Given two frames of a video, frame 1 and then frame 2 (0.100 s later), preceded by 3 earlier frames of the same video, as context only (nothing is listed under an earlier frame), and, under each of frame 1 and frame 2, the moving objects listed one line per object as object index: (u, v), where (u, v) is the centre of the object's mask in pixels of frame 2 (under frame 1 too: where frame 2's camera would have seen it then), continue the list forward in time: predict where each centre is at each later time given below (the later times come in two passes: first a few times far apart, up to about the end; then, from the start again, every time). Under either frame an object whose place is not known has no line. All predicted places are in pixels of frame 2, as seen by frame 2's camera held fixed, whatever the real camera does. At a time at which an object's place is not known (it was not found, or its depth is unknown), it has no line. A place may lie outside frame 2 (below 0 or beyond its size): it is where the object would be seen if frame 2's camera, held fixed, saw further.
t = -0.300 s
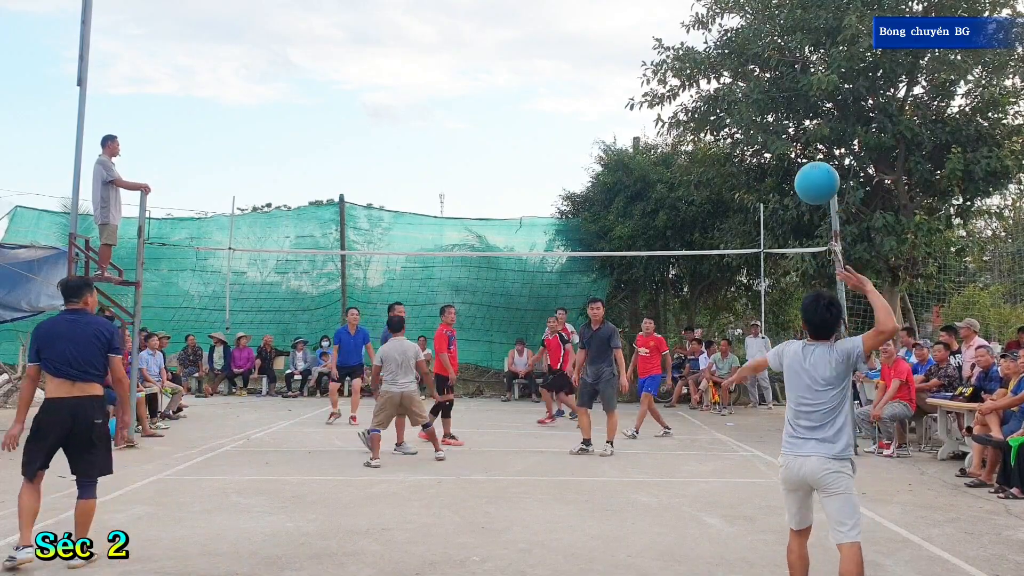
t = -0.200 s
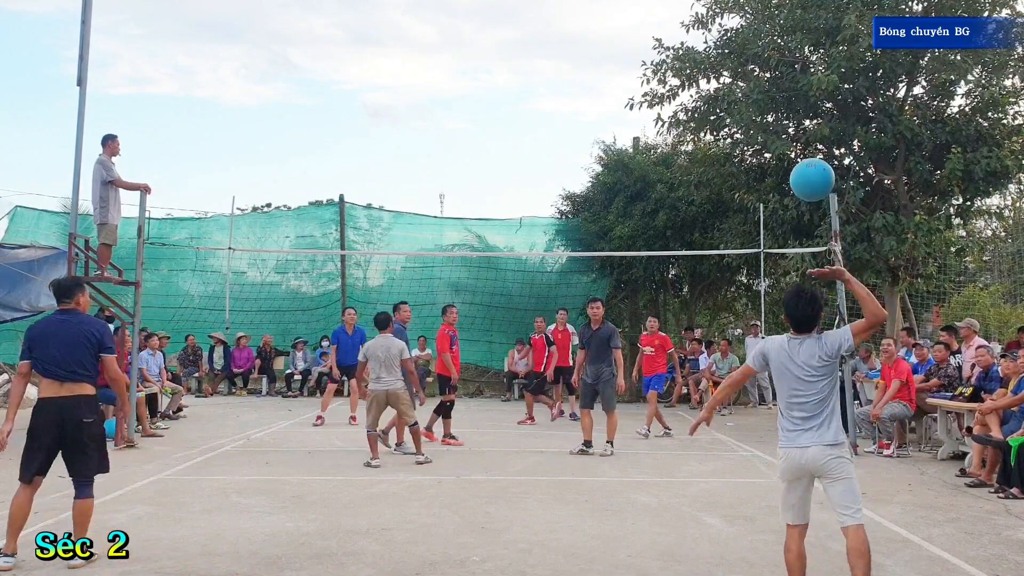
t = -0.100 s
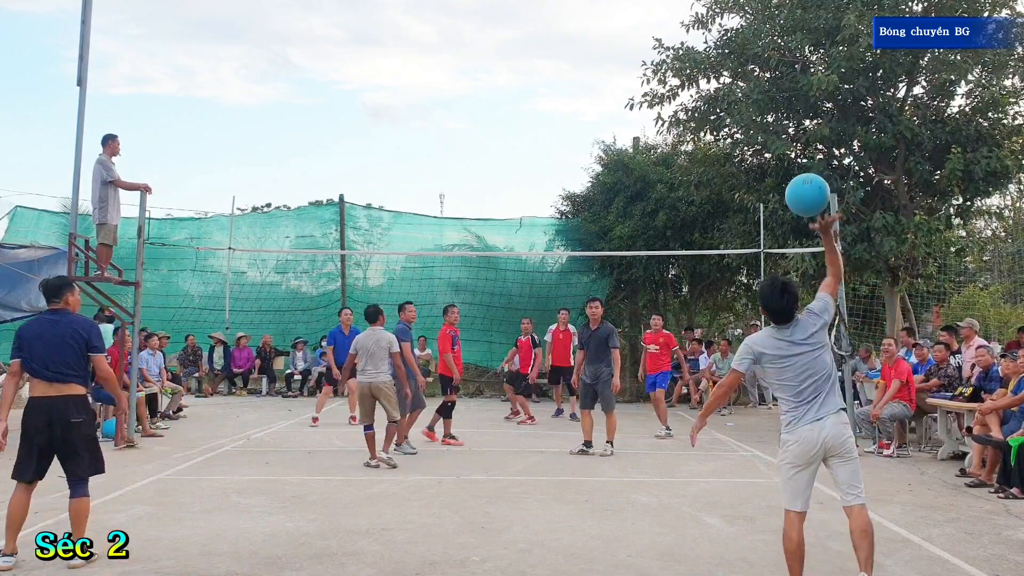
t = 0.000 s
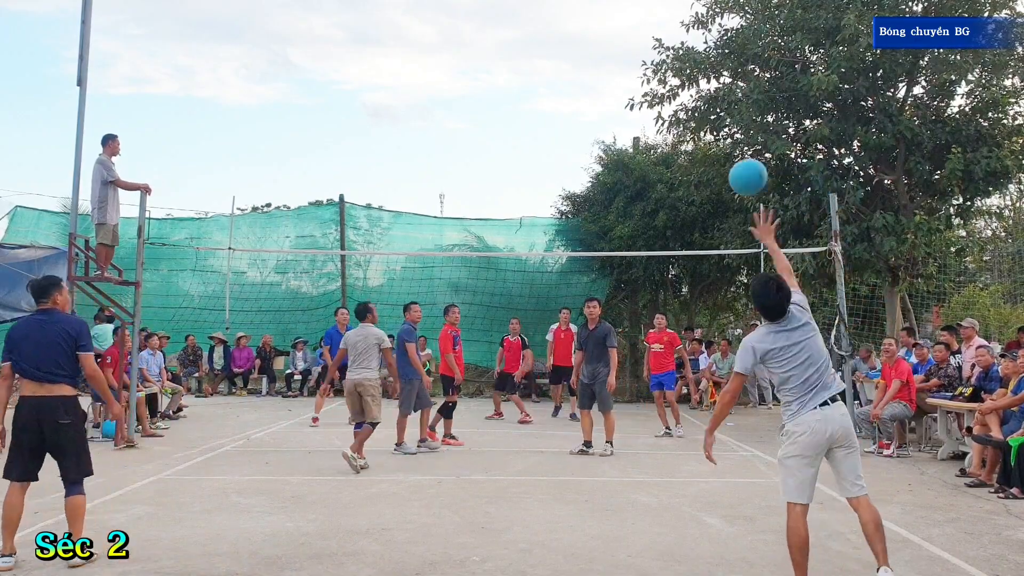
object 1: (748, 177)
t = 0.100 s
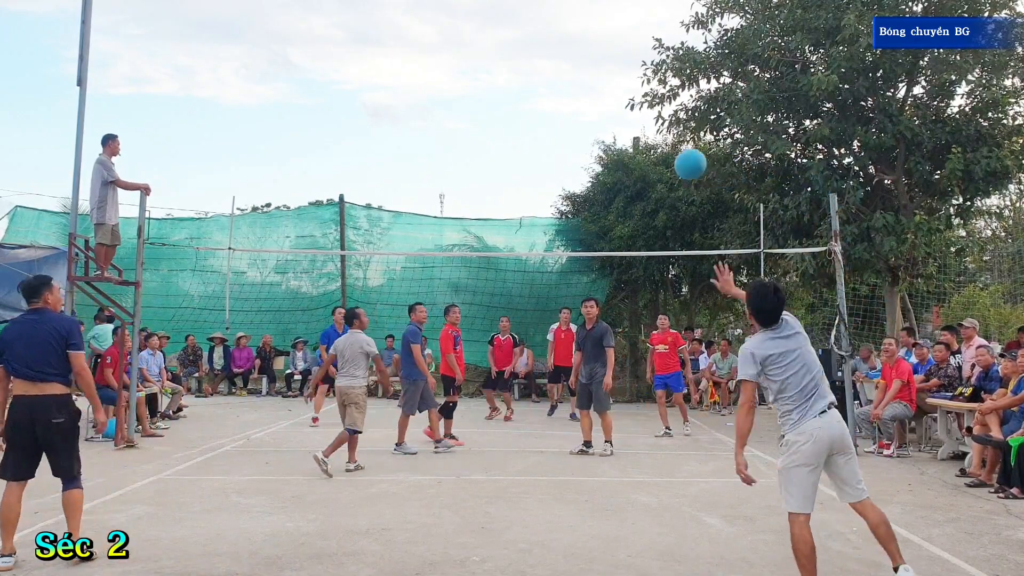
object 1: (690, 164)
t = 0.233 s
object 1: (641, 172)
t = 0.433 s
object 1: (593, 213)
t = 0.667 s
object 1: (560, 282)
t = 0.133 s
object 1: (676, 164)
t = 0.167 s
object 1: (663, 165)
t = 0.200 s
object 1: (652, 168)
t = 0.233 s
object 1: (641, 172)
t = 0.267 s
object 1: (632, 177)
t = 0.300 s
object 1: (623, 183)
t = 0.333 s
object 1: (615, 189)
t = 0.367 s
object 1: (607, 196)
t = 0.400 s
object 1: (600, 204)
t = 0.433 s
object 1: (593, 213)
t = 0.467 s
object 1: (587, 222)
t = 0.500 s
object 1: (582, 231)
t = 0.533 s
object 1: (576, 241)
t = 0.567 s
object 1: (572, 247)
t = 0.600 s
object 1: (569, 261)
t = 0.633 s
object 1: (563, 272)
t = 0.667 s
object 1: (560, 282)
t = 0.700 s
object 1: (556, 293)
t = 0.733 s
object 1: (553, 305)
